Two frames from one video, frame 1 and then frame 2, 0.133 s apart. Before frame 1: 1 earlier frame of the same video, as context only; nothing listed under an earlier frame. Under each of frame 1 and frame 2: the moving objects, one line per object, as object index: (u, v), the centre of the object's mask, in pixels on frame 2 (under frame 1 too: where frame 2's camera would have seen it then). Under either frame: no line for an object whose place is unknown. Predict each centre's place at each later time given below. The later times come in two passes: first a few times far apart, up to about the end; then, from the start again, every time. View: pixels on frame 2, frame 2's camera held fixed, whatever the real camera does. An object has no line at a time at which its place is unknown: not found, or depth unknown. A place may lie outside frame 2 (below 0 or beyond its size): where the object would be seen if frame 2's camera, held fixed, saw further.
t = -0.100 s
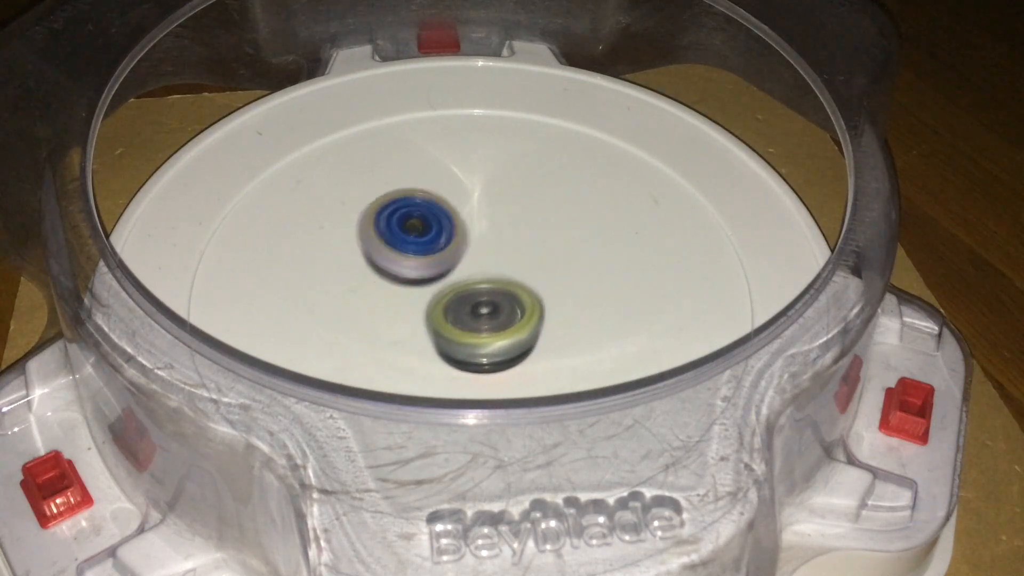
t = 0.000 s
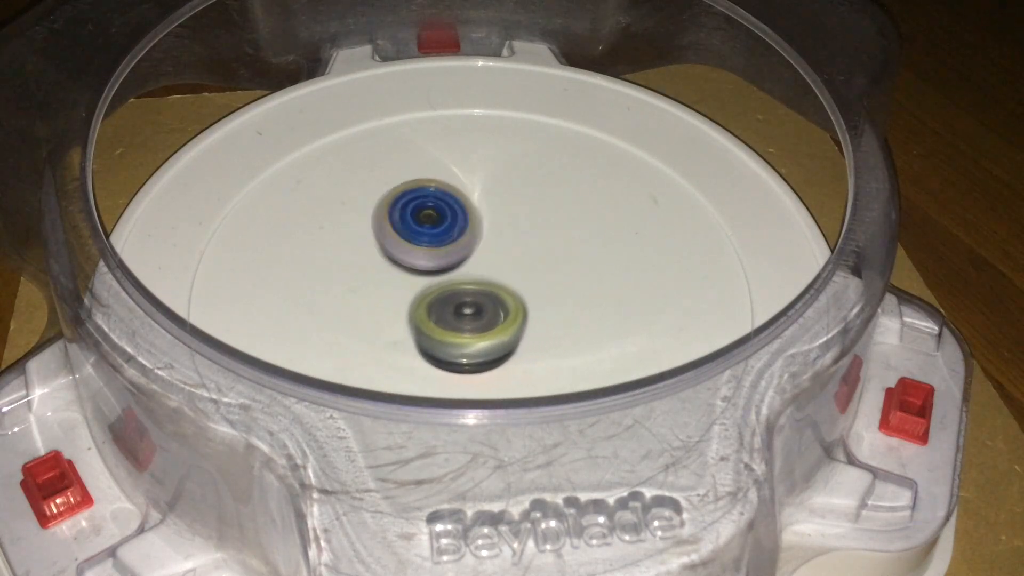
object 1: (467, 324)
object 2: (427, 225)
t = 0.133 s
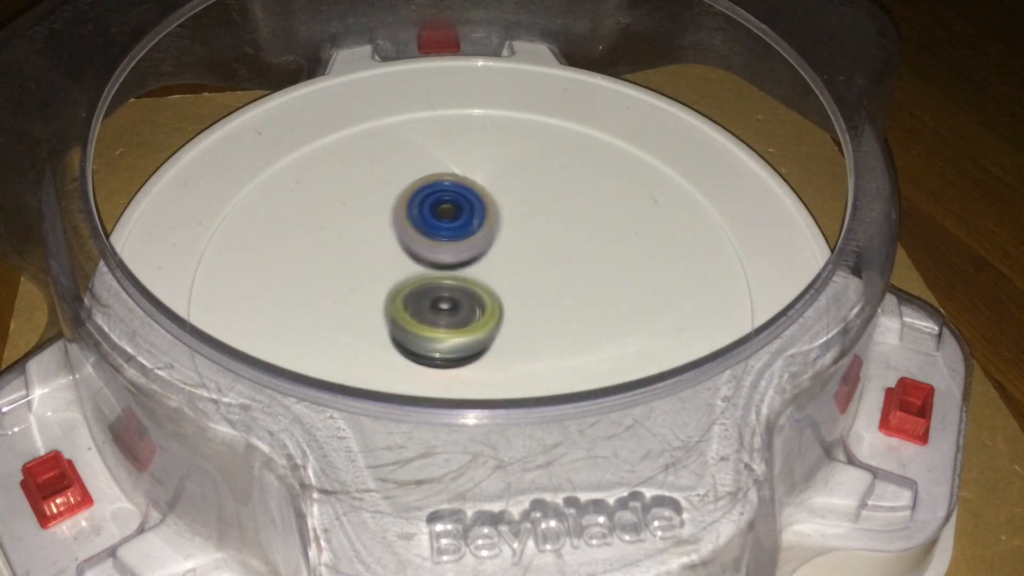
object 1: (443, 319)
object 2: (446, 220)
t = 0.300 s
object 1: (418, 304)
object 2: (473, 225)
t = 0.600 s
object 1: (379, 286)
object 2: (535, 247)
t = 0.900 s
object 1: (409, 271)
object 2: (546, 291)
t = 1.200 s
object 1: (455, 253)
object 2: (515, 339)
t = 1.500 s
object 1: (494, 255)
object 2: (451, 347)
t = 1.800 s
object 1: (510, 277)
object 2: (397, 306)
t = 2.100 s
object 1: (500, 299)
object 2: (396, 254)
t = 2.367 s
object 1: (476, 317)
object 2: (427, 216)
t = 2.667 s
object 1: (442, 307)
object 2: (485, 220)
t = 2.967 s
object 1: (416, 284)
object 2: (529, 261)
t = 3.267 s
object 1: (410, 259)
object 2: (534, 319)
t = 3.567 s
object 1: (442, 250)
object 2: (475, 349)
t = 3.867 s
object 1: (490, 256)
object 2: (409, 324)
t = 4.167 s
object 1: (518, 281)
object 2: (398, 271)
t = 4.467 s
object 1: (506, 309)
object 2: (446, 231)
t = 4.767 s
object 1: (456, 310)
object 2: (509, 232)
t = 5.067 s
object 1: (426, 281)
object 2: (544, 263)
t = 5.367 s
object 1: (438, 251)
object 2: (528, 311)
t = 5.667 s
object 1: (478, 244)
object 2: (457, 338)
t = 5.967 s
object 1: (496, 268)
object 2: (393, 311)
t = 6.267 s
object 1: (500, 297)
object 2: (393, 258)
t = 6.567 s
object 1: (476, 315)
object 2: (462, 223)
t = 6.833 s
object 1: (427, 306)
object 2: (540, 240)
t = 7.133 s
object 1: (429, 289)
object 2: (544, 298)
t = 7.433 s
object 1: (436, 262)
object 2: (506, 331)
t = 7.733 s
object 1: (449, 259)
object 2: (435, 347)
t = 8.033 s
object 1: (442, 269)
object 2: (430, 348)
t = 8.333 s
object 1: (459, 254)
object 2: (416, 331)
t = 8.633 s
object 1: (521, 219)
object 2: (382, 297)
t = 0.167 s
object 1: (437, 317)
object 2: (451, 220)
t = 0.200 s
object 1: (432, 314)
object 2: (456, 221)
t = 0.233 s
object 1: (427, 311)
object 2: (462, 222)
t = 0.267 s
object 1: (422, 307)
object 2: (467, 224)
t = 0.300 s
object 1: (418, 304)
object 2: (473, 225)
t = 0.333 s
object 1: (414, 300)
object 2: (479, 228)
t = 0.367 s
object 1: (410, 295)
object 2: (485, 230)
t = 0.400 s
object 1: (401, 294)
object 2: (494, 231)
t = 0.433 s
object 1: (391, 293)
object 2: (503, 232)
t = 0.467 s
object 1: (386, 292)
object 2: (510, 233)
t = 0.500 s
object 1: (383, 290)
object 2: (516, 236)
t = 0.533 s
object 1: (381, 289)
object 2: (523, 240)
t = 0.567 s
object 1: (380, 287)
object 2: (529, 244)
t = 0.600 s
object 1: (379, 286)
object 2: (535, 247)
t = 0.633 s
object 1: (380, 284)
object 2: (539, 251)
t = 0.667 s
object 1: (381, 283)
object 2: (543, 255)
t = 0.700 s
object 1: (383, 281)
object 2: (545, 259)
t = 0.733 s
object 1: (386, 279)
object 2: (548, 263)
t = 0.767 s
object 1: (389, 278)
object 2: (549, 268)
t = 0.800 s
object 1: (394, 276)
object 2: (550, 274)
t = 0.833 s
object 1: (398, 274)
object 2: (549, 280)
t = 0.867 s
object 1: (404, 272)
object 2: (548, 286)
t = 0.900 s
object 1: (409, 271)
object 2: (546, 291)
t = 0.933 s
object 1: (415, 269)
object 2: (544, 296)
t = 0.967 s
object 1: (422, 268)
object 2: (540, 302)
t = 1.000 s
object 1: (428, 268)
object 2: (535, 307)
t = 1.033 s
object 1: (433, 265)
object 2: (533, 313)
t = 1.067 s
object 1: (437, 262)
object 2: (531, 319)
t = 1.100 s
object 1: (442, 260)
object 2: (528, 324)
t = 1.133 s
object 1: (446, 257)
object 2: (524, 331)
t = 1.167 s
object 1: (451, 255)
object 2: (521, 335)
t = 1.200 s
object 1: (455, 253)
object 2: (515, 339)
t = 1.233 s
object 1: (460, 252)
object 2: (509, 343)
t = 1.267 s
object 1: (465, 251)
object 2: (503, 346)
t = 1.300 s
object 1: (469, 251)
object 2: (496, 348)
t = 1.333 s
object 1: (474, 251)
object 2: (489, 350)
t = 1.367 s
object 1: (478, 251)
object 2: (482, 351)
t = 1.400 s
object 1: (483, 252)
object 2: (474, 351)
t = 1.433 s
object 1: (487, 252)
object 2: (467, 350)
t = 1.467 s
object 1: (491, 254)
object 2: (459, 349)
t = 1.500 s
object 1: (494, 255)
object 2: (451, 347)
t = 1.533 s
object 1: (497, 257)
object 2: (444, 344)
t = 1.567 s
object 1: (500, 259)
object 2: (437, 341)
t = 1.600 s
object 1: (503, 261)
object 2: (430, 336)
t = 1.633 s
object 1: (505, 264)
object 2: (423, 332)
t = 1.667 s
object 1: (507, 267)
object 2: (417, 326)
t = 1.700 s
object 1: (508, 269)
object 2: (411, 321)
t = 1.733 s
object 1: (508, 272)
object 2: (406, 316)
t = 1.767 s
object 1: (510, 275)
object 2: (400, 311)
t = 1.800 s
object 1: (510, 277)
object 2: (397, 306)
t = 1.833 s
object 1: (511, 280)
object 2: (395, 301)
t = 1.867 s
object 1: (512, 283)
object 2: (392, 296)
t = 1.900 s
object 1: (512, 286)
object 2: (390, 291)
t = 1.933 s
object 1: (511, 288)
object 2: (389, 285)
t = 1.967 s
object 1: (510, 291)
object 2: (389, 279)
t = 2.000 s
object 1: (508, 293)
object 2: (390, 273)
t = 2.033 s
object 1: (506, 295)
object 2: (391, 266)
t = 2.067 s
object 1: (503, 297)
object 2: (393, 260)
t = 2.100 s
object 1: (500, 299)
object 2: (396, 254)
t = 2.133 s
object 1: (496, 301)
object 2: (399, 249)
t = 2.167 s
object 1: (493, 303)
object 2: (403, 244)
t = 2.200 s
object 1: (492, 308)
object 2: (404, 237)
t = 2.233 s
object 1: (489, 311)
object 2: (408, 231)
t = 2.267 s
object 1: (486, 313)
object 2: (412, 226)
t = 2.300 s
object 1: (483, 315)
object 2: (417, 222)
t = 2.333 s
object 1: (480, 316)
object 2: (422, 219)
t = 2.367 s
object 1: (476, 317)
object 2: (427, 216)
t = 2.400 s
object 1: (473, 318)
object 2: (433, 213)
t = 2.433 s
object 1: (470, 318)
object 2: (438, 211)
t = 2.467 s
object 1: (466, 317)
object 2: (444, 211)
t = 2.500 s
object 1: (461, 316)
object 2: (451, 211)
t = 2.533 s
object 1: (457, 315)
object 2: (458, 212)
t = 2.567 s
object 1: (453, 314)
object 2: (465, 213)
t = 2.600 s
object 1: (450, 312)
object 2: (472, 215)
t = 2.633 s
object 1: (446, 309)
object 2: (479, 217)
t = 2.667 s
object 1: (442, 307)
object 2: (485, 220)
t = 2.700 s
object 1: (439, 304)
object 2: (491, 224)
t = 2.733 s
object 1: (436, 301)
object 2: (497, 228)
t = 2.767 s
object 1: (432, 299)
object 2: (504, 232)
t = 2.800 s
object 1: (428, 296)
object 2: (509, 235)
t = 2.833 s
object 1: (424, 294)
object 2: (514, 239)
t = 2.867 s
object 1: (421, 292)
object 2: (518, 244)
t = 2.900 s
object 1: (418, 289)
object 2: (522, 249)
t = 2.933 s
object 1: (417, 286)
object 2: (526, 255)
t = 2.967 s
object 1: (416, 284)
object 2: (529, 261)
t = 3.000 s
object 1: (415, 282)
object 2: (531, 267)
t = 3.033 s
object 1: (415, 280)
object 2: (533, 273)
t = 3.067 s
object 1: (416, 278)
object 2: (533, 279)
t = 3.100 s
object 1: (417, 276)
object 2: (533, 286)
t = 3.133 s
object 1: (416, 273)
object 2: (533, 292)
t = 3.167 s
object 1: (411, 268)
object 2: (539, 301)
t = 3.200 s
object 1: (410, 265)
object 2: (539, 307)
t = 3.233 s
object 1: (410, 261)
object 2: (537, 312)
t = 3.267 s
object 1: (410, 259)
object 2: (534, 319)
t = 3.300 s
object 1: (412, 257)
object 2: (530, 325)
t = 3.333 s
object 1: (415, 255)
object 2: (525, 331)
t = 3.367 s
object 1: (418, 253)
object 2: (520, 336)
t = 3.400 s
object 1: (421, 251)
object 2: (514, 340)
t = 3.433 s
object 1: (424, 251)
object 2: (507, 344)
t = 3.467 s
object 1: (429, 250)
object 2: (500, 346)
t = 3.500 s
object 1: (433, 250)
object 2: (492, 348)
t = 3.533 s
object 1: (438, 250)
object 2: (484, 349)
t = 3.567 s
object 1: (442, 250)
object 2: (475, 349)
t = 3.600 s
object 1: (447, 251)
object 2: (467, 349)
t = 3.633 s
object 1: (452, 252)
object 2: (458, 348)
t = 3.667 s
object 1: (457, 252)
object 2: (450, 346)
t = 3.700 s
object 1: (461, 254)
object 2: (442, 343)
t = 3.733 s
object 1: (468, 253)
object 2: (434, 341)
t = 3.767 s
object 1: (476, 253)
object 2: (426, 339)
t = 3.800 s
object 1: (482, 254)
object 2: (422, 335)
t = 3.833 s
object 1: (486, 255)
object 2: (416, 330)
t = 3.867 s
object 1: (490, 256)
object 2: (409, 324)
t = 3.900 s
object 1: (494, 259)
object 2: (405, 318)
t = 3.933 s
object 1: (498, 260)
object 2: (401, 312)
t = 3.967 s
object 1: (502, 263)
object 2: (399, 307)
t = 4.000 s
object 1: (505, 265)
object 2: (399, 301)
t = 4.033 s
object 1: (509, 268)
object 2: (397, 296)
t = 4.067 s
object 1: (512, 272)
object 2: (396, 289)
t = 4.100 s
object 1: (514, 274)
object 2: (397, 284)
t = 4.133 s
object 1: (515, 277)
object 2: (398, 278)
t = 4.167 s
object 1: (518, 281)
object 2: (398, 271)
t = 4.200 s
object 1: (520, 286)
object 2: (401, 264)
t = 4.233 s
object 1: (521, 289)
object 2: (404, 259)
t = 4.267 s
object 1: (521, 292)
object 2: (408, 254)
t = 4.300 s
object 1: (520, 296)
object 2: (413, 249)
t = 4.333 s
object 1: (519, 299)
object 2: (418, 245)
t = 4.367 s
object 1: (517, 302)
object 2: (425, 241)
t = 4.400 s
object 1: (513, 305)
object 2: (432, 237)
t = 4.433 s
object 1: (510, 308)
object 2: (439, 234)
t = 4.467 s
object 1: (506, 309)
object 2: (446, 231)
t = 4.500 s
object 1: (501, 311)
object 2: (453, 229)
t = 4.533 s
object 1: (496, 312)
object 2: (461, 228)
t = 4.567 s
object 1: (491, 313)
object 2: (469, 227)
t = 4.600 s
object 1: (484, 313)
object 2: (477, 227)
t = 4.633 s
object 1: (478, 314)
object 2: (483, 227)
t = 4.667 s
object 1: (472, 314)
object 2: (490, 227)
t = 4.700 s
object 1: (466, 313)
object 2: (496, 228)
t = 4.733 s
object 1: (461, 312)
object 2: (503, 229)
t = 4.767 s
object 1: (456, 310)
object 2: (509, 232)
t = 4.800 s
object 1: (451, 308)
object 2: (515, 234)
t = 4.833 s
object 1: (445, 305)
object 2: (521, 237)
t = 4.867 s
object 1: (442, 302)
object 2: (526, 241)
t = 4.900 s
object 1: (438, 299)
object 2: (531, 244)
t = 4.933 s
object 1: (432, 296)
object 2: (537, 247)
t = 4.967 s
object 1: (429, 292)
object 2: (539, 250)
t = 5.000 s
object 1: (427, 289)
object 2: (542, 254)
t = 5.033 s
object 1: (426, 285)
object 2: (543, 258)
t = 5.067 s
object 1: (426, 281)
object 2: (544, 263)
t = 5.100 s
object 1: (426, 278)
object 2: (544, 268)
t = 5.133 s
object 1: (427, 274)
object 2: (543, 273)
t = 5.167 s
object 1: (426, 269)
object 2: (544, 279)
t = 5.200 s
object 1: (427, 266)
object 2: (542, 284)
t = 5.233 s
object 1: (428, 262)
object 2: (541, 289)
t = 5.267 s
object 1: (429, 257)
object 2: (540, 295)
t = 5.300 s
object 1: (432, 255)
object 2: (537, 300)
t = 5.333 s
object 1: (435, 253)
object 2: (533, 306)
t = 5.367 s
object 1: (438, 251)
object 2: (528, 311)
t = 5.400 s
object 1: (442, 249)
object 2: (522, 316)
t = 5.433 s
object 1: (446, 248)
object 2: (515, 321)
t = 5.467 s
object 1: (449, 247)
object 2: (509, 324)
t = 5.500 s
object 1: (454, 245)
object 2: (501, 328)
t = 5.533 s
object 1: (459, 245)
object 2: (495, 331)
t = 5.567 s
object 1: (464, 244)
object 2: (487, 333)
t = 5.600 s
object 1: (469, 244)
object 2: (478, 334)
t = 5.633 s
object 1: (473, 243)
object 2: (468, 337)
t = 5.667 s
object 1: (478, 244)
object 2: (457, 338)
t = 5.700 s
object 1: (481, 245)
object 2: (448, 338)
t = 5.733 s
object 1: (484, 247)
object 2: (439, 338)
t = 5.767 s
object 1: (487, 250)
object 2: (431, 335)
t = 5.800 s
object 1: (489, 252)
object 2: (423, 332)
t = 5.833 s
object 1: (491, 255)
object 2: (415, 329)
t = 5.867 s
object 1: (493, 258)
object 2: (408, 325)
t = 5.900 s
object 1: (493, 262)
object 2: (402, 320)
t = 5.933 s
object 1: (494, 265)
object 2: (398, 315)
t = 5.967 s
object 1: (496, 268)
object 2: (393, 311)
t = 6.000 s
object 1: (502, 271)
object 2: (386, 305)
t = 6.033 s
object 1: (504, 274)
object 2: (385, 299)
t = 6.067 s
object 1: (503, 277)
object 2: (384, 294)
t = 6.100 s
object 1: (502, 280)
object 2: (384, 288)
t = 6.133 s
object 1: (502, 283)
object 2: (385, 282)
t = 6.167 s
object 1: (502, 286)
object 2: (385, 276)
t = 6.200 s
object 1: (503, 291)
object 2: (386, 269)
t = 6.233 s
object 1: (502, 295)
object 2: (389, 263)
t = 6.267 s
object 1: (500, 297)
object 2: (393, 258)
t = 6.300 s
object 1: (500, 300)
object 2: (398, 253)
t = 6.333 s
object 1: (497, 302)
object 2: (405, 248)
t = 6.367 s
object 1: (495, 306)
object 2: (412, 242)
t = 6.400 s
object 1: (492, 311)
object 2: (418, 234)
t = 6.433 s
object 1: (488, 314)
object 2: (426, 231)
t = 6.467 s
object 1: (487, 314)
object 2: (436, 227)
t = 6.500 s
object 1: (483, 315)
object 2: (444, 225)
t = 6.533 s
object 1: (480, 316)
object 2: (453, 223)
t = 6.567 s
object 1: (476, 315)
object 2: (462, 223)
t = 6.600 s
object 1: (473, 315)
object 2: (472, 223)
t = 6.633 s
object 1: (469, 314)
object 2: (481, 224)
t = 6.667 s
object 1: (465, 312)
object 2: (489, 226)
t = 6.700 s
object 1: (462, 311)
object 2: (498, 229)
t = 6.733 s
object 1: (455, 309)
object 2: (505, 231)
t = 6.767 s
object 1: (451, 307)
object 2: (512, 234)
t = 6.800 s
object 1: (438, 306)
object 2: (525, 238)
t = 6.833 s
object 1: (427, 306)
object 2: (540, 240)
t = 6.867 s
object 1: (420, 304)
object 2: (549, 244)
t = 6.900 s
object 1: (419, 302)
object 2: (553, 249)
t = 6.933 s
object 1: (419, 300)
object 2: (556, 255)
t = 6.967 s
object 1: (420, 298)
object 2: (558, 262)
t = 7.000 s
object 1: (421, 296)
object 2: (558, 270)
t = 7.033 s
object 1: (421, 294)
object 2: (557, 276)
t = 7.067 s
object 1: (424, 291)
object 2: (555, 284)
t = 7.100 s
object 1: (427, 290)
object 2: (550, 292)
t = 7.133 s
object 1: (429, 289)
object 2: (544, 298)
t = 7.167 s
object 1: (426, 286)
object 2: (542, 305)
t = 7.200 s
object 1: (423, 282)
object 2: (538, 311)
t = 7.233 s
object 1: (425, 280)
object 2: (531, 315)
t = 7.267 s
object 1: (426, 275)
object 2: (527, 320)
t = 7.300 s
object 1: (427, 271)
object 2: (525, 324)
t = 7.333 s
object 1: (429, 269)
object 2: (520, 325)
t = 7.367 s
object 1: (432, 267)
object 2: (515, 327)
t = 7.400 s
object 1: (433, 265)
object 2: (510, 329)
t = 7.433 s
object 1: (436, 262)
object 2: (506, 331)
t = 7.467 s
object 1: (440, 257)
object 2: (499, 334)
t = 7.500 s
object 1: (443, 256)
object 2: (492, 335)
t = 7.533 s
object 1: (446, 255)
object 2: (483, 337)
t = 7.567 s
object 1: (448, 255)
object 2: (475, 340)
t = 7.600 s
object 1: (449, 255)
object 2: (465, 342)
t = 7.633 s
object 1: (449, 256)
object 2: (456, 345)
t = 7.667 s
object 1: (448, 256)
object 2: (449, 345)
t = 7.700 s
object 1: (449, 257)
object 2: (442, 346)
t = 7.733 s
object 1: (449, 259)
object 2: (435, 347)
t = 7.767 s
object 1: (449, 260)
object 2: (430, 347)
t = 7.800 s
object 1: (449, 262)
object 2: (425, 347)
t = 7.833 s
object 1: (448, 262)
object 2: (423, 348)
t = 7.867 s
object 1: (448, 263)
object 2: (422, 348)
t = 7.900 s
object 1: (447, 265)
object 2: (423, 348)
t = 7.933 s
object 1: (446, 267)
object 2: (424, 347)
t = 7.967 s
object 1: (445, 269)
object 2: (426, 347)
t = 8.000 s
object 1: (443, 269)
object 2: (428, 348)
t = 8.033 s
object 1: (442, 269)
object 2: (430, 348)
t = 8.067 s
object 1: (441, 269)
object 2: (431, 348)
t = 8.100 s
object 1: (441, 269)
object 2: (431, 347)
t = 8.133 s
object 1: (442, 268)
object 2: (431, 347)
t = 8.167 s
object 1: (445, 264)
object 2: (431, 346)
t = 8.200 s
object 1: (447, 263)
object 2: (430, 345)
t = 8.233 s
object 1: (449, 258)
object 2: (427, 342)
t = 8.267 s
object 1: (453, 256)
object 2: (424, 339)
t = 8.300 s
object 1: (456, 255)
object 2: (421, 335)
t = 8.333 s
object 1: (459, 254)
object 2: (416, 331)
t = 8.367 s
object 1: (465, 251)
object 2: (406, 329)
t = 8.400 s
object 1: (477, 244)
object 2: (396, 329)
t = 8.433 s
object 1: (488, 237)
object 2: (392, 325)
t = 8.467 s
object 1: (497, 230)
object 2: (389, 321)
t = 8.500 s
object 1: (506, 226)
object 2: (387, 316)
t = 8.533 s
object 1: (513, 223)
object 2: (385, 312)
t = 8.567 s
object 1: (517, 219)
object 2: (384, 307)
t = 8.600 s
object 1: (520, 219)
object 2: (383, 302)
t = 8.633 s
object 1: (521, 219)
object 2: (382, 297)
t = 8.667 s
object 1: (520, 222)
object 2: (381, 292)
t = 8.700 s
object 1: (516, 226)
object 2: (381, 288)
